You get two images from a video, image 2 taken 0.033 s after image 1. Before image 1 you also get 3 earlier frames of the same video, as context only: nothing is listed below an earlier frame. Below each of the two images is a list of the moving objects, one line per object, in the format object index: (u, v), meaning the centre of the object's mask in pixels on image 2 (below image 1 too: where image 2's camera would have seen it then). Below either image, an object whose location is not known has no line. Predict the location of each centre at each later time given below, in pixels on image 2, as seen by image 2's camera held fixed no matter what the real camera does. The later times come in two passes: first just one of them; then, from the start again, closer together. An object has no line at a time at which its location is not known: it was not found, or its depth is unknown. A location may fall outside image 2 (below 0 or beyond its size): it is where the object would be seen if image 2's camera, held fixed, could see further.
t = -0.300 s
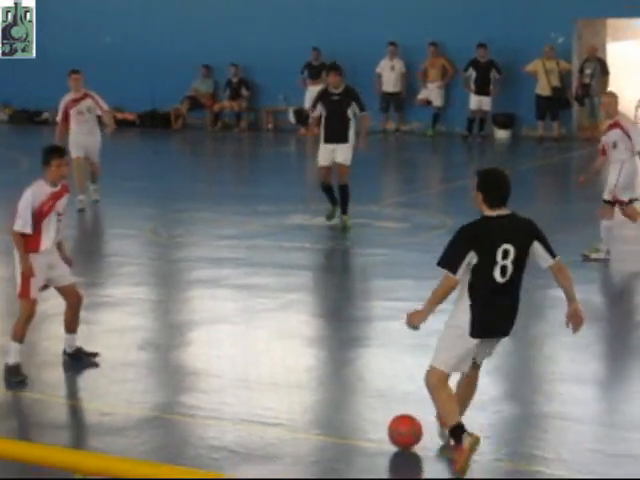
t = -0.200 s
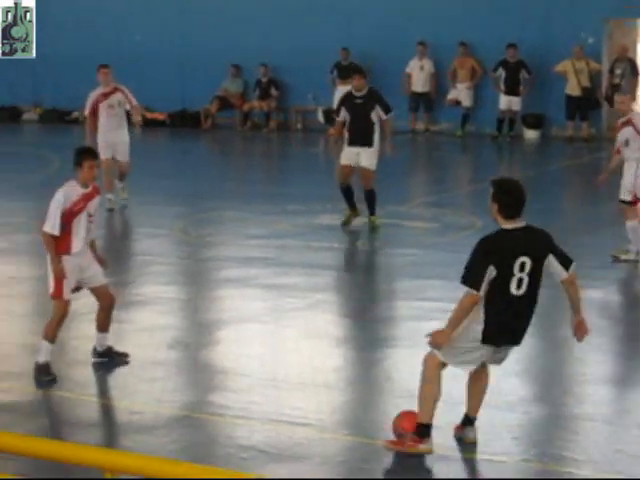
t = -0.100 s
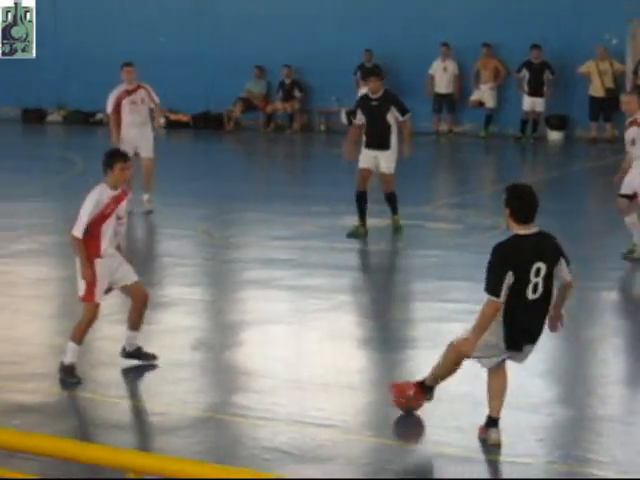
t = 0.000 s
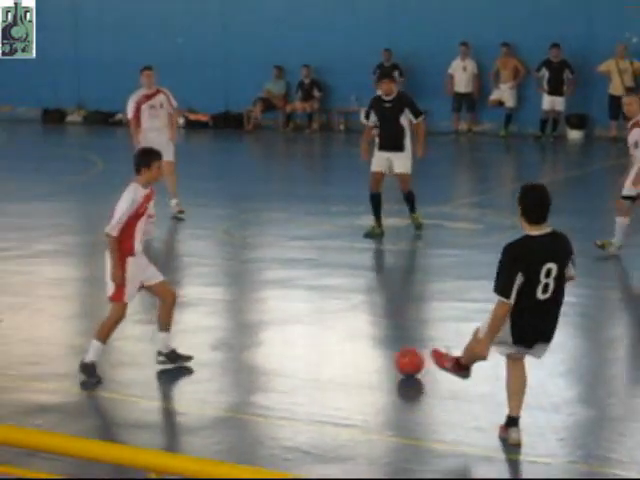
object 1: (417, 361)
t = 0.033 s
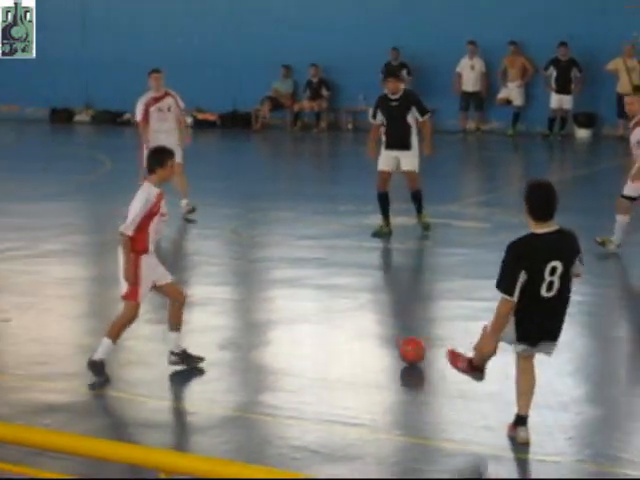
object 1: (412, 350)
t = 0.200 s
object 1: (389, 311)
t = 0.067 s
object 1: (407, 341)
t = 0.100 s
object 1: (402, 333)
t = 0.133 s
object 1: (398, 325)
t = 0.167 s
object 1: (393, 318)
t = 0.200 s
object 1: (389, 311)
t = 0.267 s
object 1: (383, 298)
